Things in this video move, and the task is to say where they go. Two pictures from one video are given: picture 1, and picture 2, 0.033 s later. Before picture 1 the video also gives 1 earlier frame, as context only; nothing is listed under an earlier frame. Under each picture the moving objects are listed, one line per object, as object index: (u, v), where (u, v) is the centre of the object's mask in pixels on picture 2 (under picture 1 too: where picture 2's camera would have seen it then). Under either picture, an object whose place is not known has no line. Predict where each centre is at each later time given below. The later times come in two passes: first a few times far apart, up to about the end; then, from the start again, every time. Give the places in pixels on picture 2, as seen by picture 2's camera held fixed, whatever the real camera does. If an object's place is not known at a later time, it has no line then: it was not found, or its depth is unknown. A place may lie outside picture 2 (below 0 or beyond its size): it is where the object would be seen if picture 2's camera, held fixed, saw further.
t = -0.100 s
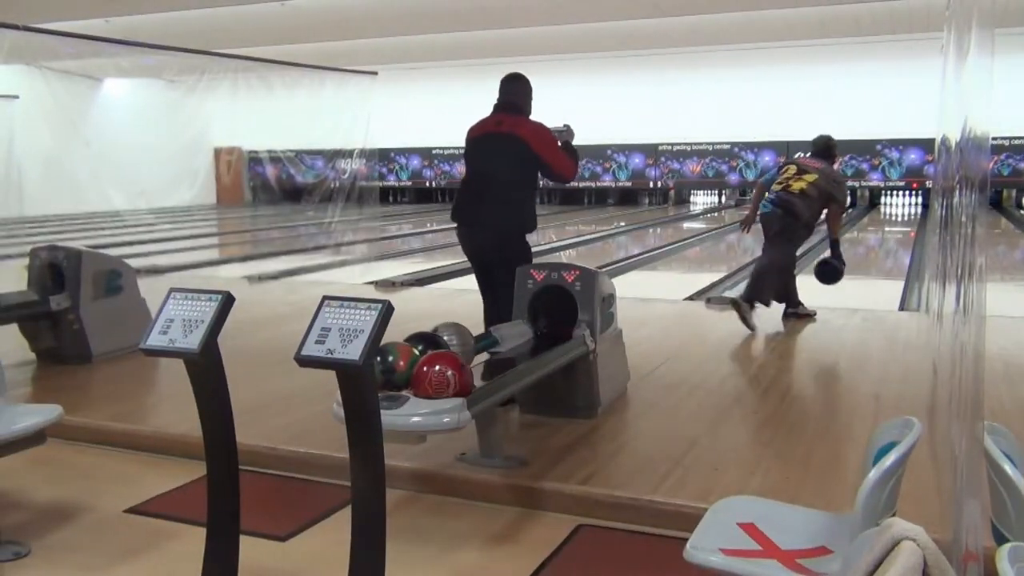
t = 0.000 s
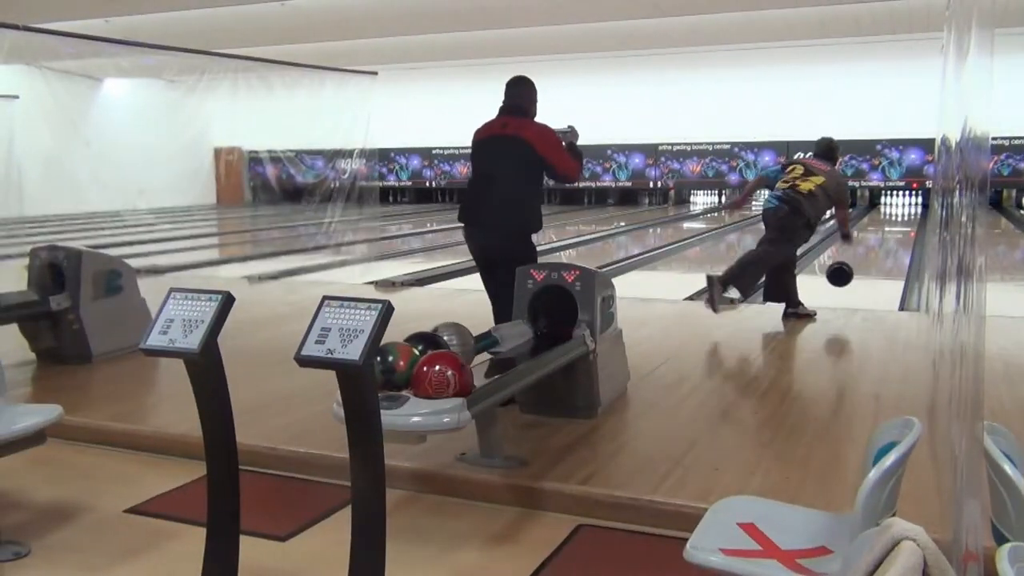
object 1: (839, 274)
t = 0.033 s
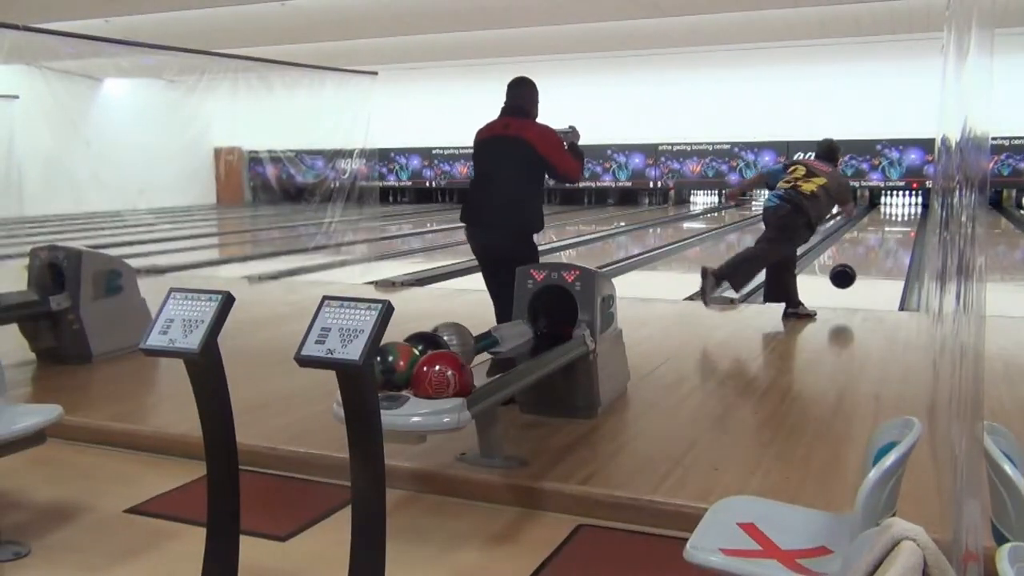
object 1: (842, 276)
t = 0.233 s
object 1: (855, 275)
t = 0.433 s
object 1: (866, 264)
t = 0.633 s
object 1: (875, 254)
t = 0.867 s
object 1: (882, 243)
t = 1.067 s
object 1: (888, 236)
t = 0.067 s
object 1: (845, 279)
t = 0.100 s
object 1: (847, 282)
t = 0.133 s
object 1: (848, 284)
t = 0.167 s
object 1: (851, 282)
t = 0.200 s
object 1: (853, 277)
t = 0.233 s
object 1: (855, 275)
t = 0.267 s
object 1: (858, 274)
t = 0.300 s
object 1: (859, 273)
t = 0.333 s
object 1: (860, 271)
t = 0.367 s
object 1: (862, 269)
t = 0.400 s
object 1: (864, 266)
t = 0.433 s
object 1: (866, 264)
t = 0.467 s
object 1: (868, 262)
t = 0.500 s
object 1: (869, 261)
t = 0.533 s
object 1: (870, 260)
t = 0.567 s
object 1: (871, 258)
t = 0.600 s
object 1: (873, 256)
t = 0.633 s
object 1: (875, 254)
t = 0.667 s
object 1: (876, 252)
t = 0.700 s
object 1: (877, 251)
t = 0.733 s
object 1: (877, 250)
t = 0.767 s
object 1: (879, 248)
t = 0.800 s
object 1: (880, 247)
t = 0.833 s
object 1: (881, 245)
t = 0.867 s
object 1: (882, 243)
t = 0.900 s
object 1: (883, 243)
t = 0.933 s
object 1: (884, 242)
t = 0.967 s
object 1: (885, 241)
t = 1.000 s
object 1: (886, 239)
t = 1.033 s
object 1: (887, 238)
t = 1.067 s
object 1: (888, 236)
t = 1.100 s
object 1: (888, 236)
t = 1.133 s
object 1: (889, 235)
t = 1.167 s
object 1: (889, 234)
